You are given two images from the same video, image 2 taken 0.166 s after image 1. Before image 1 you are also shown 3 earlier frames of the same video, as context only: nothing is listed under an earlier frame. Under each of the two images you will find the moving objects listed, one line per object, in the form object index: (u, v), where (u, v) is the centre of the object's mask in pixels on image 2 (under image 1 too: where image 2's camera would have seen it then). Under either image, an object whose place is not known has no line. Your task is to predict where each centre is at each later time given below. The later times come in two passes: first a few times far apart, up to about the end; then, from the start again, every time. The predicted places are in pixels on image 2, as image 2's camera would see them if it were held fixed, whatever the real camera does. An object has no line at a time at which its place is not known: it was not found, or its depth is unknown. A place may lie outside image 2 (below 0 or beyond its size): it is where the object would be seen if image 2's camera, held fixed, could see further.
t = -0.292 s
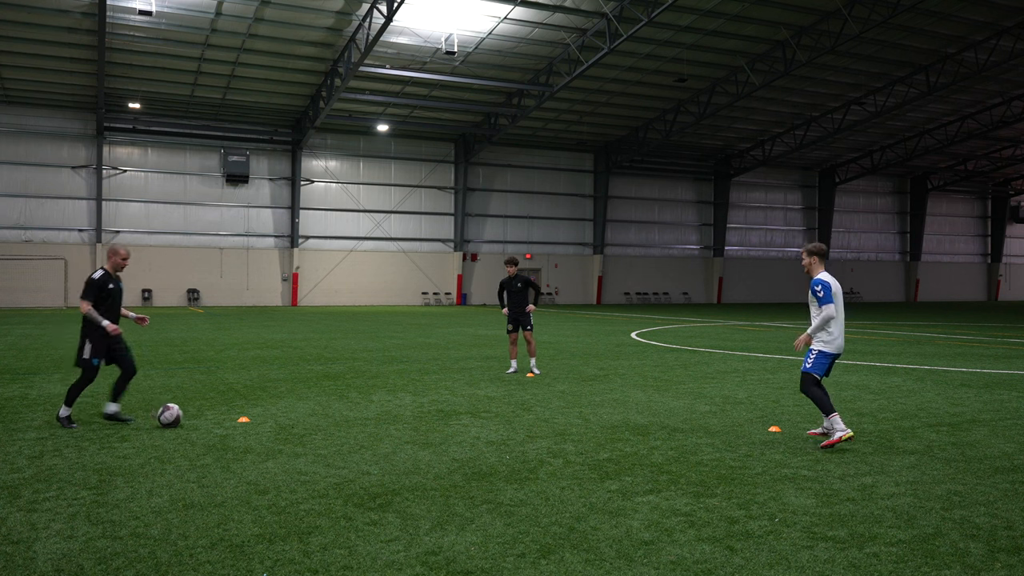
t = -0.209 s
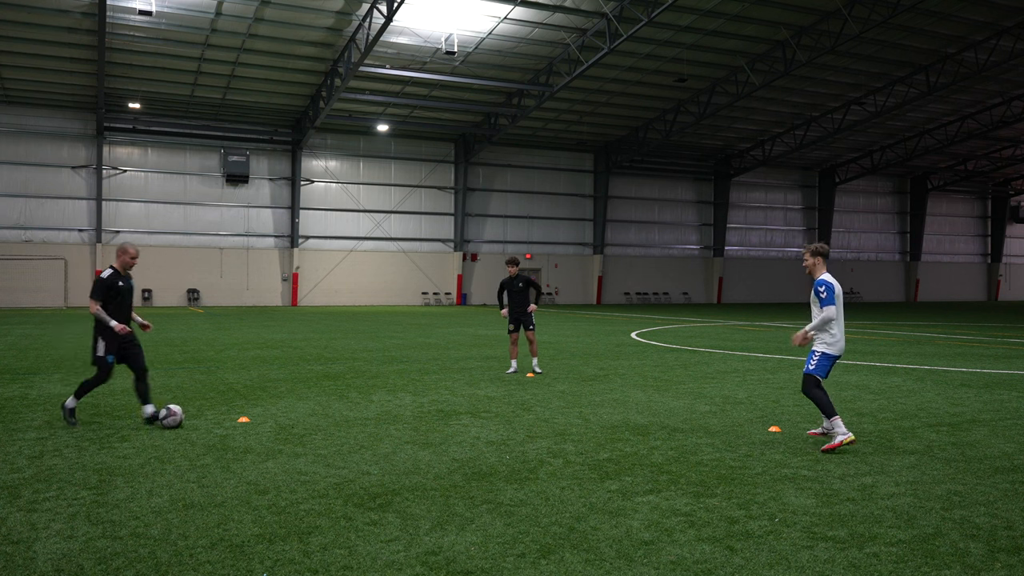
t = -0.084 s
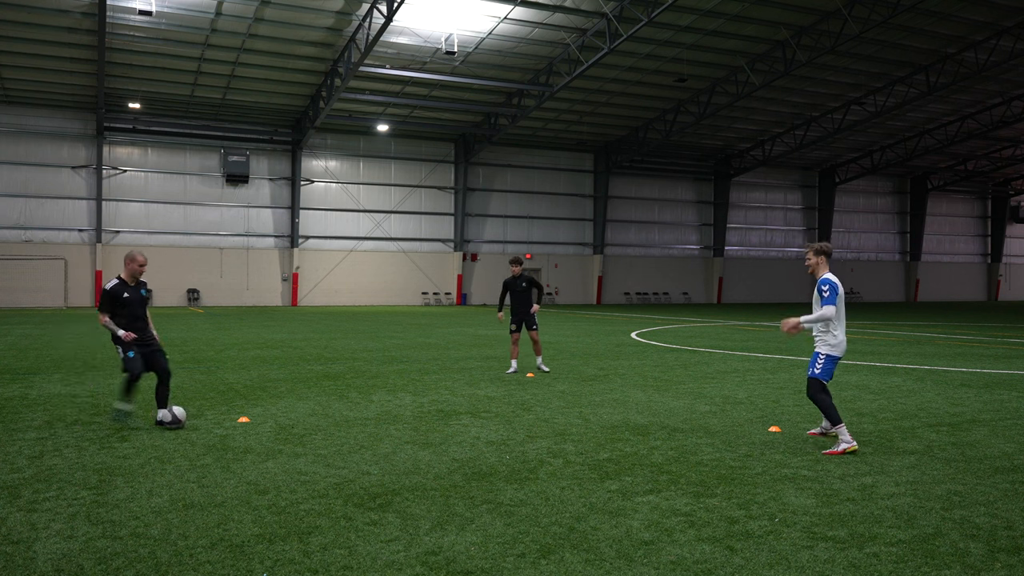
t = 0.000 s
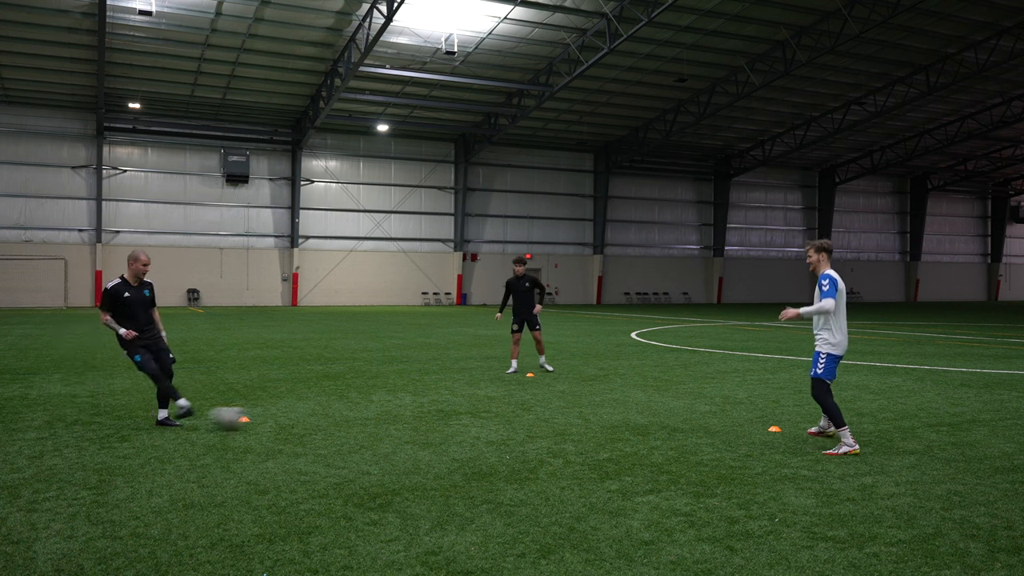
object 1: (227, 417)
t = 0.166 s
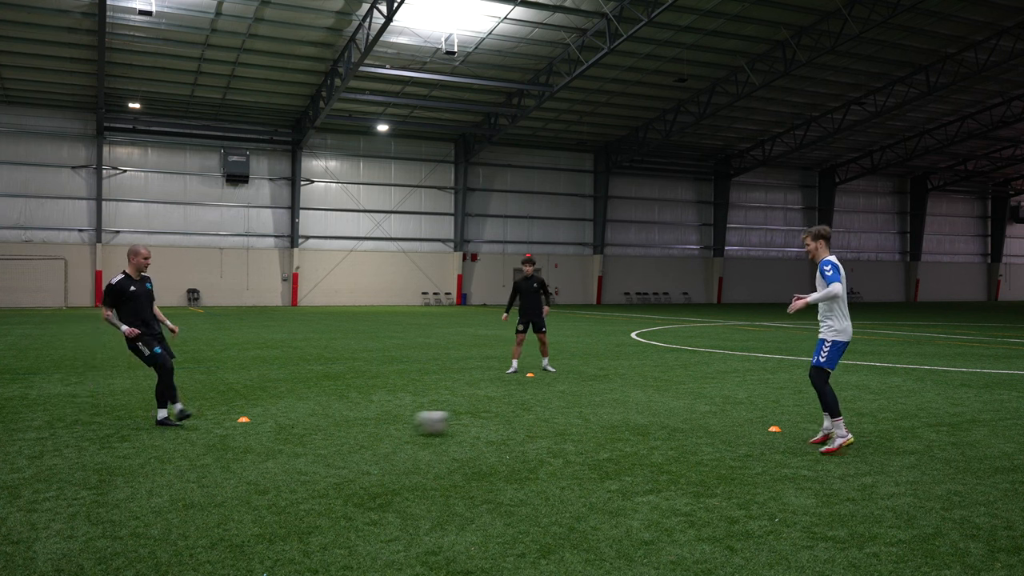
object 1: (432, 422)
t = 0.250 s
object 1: (528, 425)
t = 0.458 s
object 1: (749, 430)
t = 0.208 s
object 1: (481, 424)
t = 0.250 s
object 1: (528, 425)
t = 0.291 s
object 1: (576, 426)
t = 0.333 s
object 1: (620, 426)
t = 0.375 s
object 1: (665, 429)
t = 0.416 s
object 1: (707, 429)
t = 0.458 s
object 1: (749, 430)
